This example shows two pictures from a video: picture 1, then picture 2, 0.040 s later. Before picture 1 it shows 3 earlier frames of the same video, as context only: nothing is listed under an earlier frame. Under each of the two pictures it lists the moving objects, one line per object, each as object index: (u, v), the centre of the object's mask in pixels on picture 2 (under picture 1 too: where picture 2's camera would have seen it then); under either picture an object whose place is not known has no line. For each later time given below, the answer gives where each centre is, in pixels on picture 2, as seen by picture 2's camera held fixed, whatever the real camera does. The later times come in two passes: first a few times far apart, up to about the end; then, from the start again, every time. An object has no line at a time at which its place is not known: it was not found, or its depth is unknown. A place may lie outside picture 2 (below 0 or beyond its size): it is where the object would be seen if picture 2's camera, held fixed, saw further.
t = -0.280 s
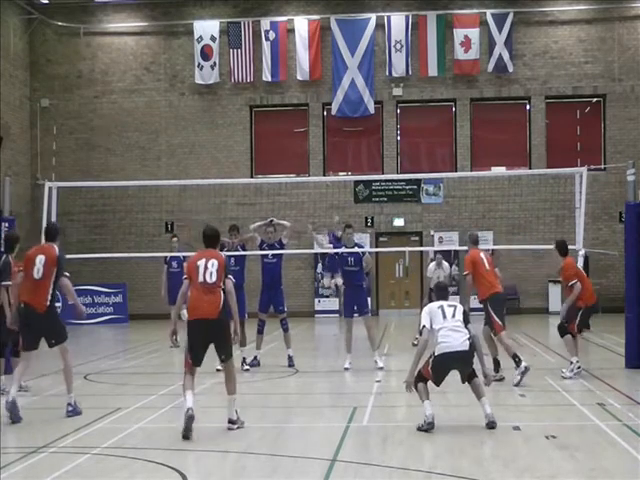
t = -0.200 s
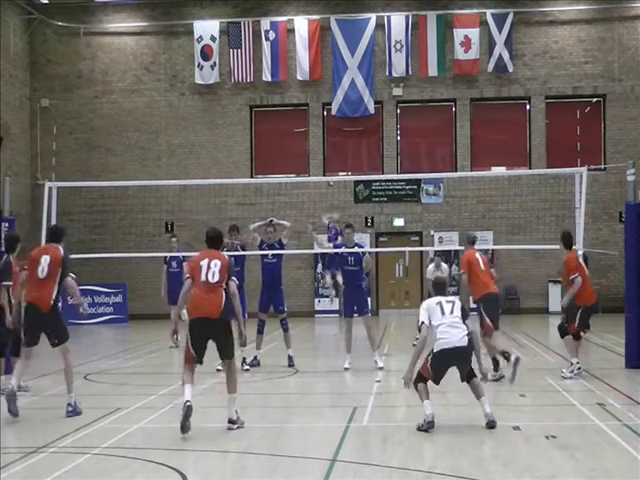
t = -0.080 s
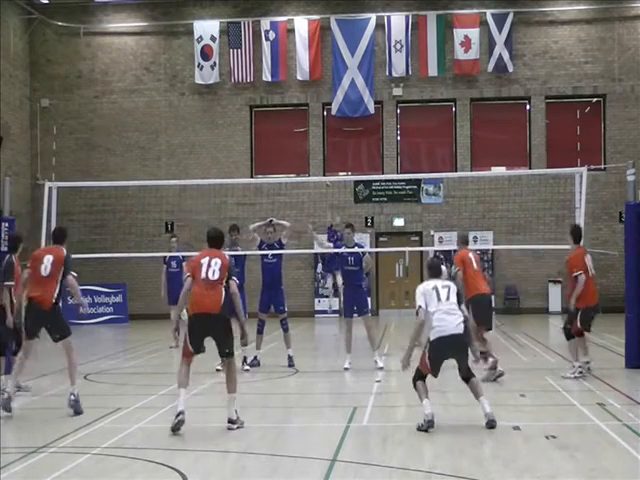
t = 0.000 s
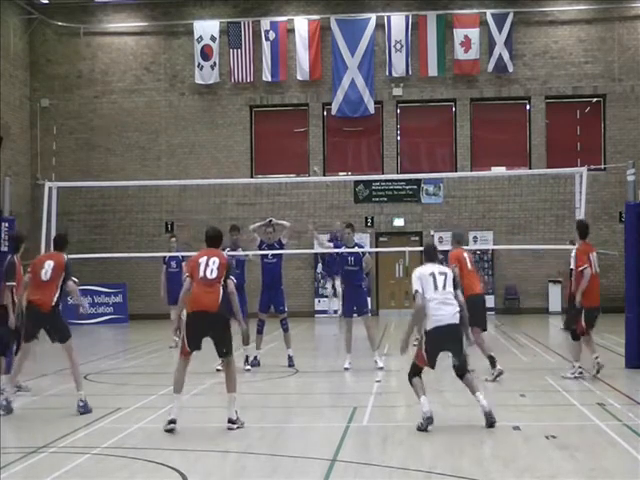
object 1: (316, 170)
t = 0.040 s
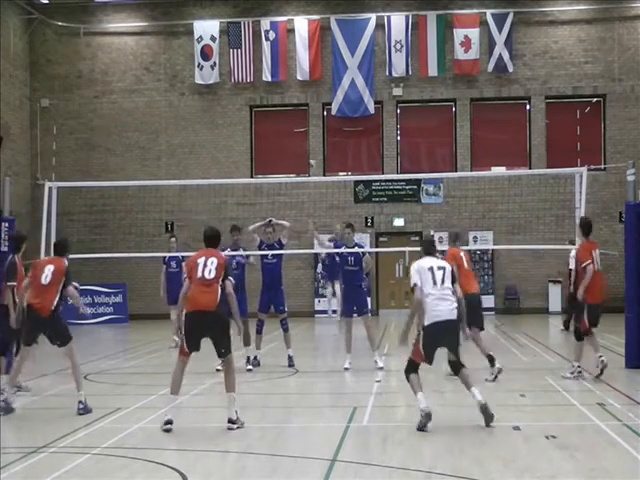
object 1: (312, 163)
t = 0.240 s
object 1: (285, 143)
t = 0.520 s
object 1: (240, 150)
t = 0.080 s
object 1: (307, 159)
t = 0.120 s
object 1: (302, 154)
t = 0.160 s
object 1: (297, 150)
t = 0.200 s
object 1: (291, 146)
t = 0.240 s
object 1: (285, 143)
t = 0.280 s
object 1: (279, 141)
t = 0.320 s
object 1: (273, 139)
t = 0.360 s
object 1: (267, 139)
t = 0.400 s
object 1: (261, 141)
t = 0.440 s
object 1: (255, 143)
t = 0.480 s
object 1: (247, 146)
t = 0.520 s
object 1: (240, 150)
